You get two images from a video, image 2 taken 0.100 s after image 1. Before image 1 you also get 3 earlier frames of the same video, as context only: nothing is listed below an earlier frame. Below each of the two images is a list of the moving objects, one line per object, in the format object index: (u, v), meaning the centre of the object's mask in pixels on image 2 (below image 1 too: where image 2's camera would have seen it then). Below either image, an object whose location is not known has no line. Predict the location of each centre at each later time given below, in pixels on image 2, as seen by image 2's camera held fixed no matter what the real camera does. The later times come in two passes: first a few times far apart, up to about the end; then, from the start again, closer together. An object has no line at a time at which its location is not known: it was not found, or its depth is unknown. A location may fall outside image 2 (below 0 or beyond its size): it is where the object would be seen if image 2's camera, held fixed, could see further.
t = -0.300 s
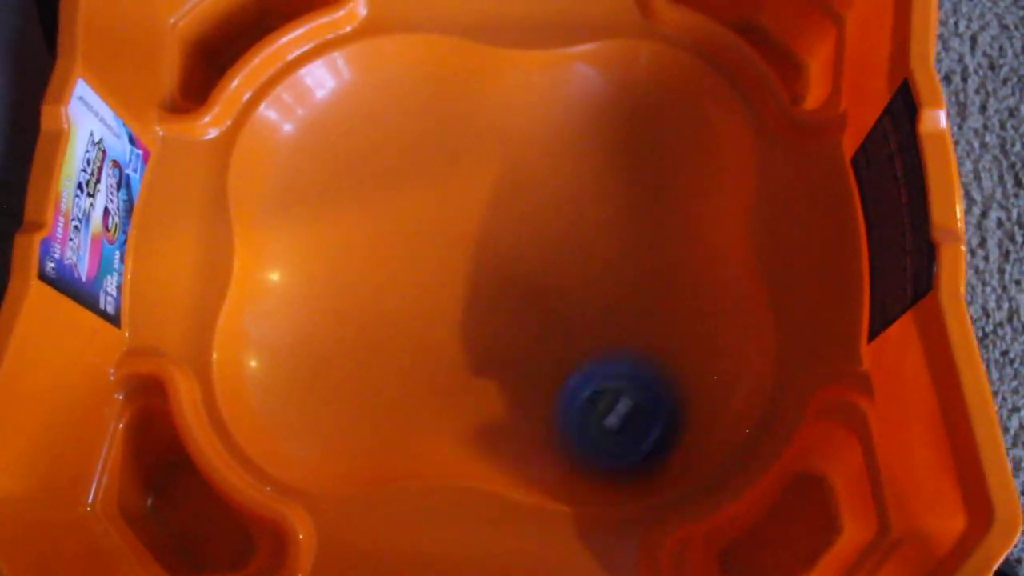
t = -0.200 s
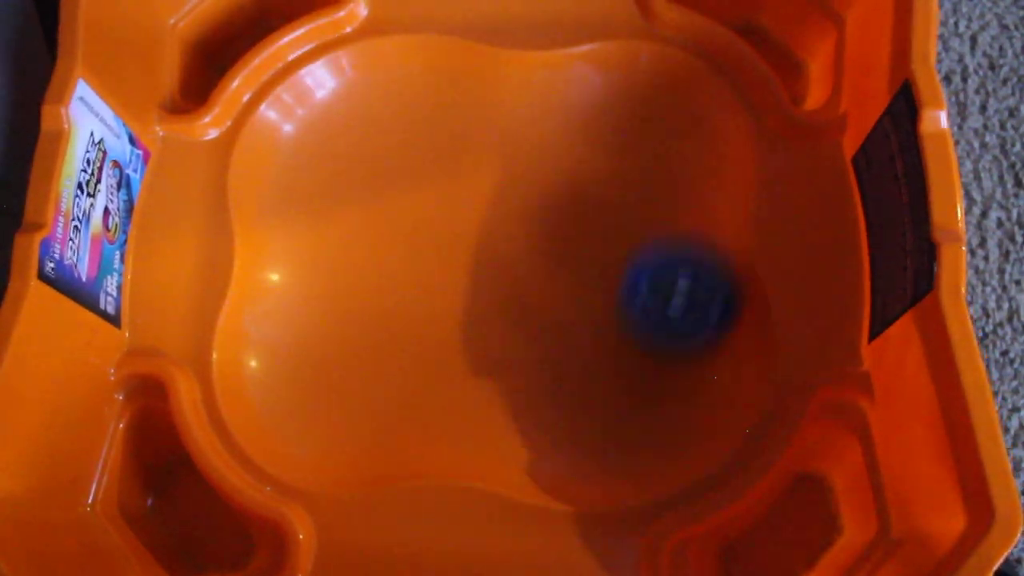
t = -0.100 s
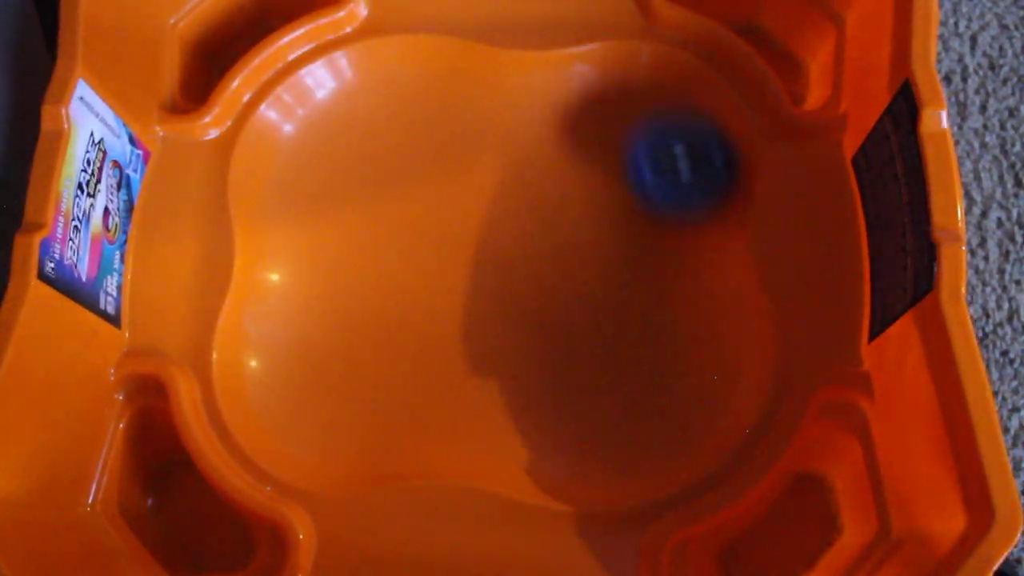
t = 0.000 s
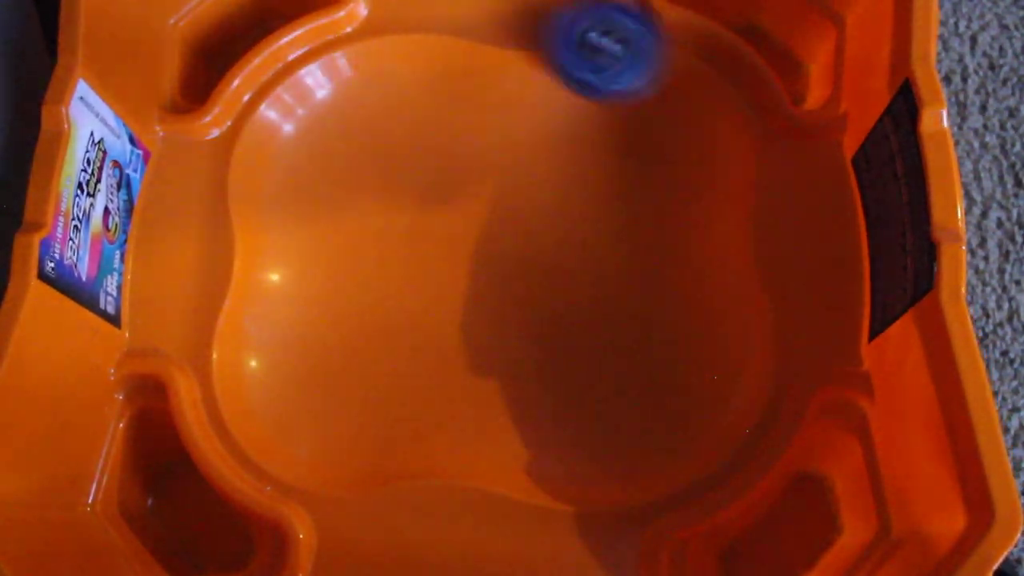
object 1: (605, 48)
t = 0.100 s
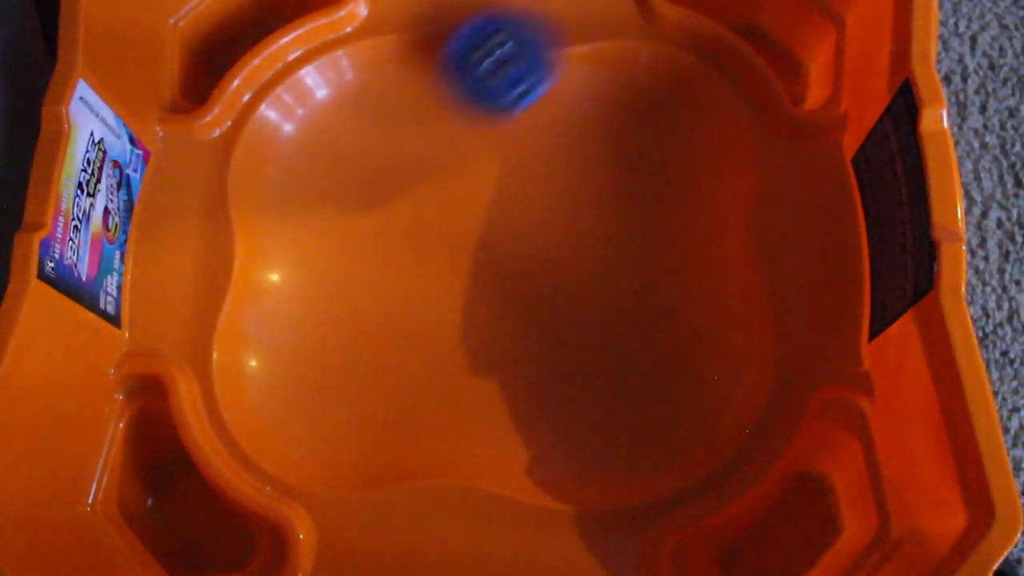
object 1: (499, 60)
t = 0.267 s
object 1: (286, 301)
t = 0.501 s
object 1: (496, 529)
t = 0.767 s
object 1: (696, 252)
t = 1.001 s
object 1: (376, 82)
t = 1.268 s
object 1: (365, 424)
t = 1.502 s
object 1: (724, 343)
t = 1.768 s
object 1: (518, 64)
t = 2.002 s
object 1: (222, 267)
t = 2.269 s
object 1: (679, 339)
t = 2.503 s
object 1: (775, 120)
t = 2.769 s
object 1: (395, 156)
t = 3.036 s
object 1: (323, 390)
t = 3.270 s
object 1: (688, 341)
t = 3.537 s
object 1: (496, 14)
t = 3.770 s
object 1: (297, 306)
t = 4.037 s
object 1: (583, 523)
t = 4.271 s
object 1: (680, 326)
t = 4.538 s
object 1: (508, 87)
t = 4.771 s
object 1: (331, 222)
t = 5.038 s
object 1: (435, 379)
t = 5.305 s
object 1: (654, 323)
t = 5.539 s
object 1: (636, 176)
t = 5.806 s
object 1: (473, 183)
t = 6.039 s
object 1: (378, 305)
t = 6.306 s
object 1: (453, 383)
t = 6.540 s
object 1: (551, 315)
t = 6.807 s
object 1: (608, 203)
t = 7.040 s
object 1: (581, 144)
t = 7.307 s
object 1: (512, 183)
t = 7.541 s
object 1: (586, 259)
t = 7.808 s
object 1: (658, 134)
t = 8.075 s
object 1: (528, 215)
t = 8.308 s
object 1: (541, 332)
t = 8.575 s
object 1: (636, 373)
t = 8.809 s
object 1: (627, 345)
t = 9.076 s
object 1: (534, 279)
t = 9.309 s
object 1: (427, 260)
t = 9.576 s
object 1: (356, 262)
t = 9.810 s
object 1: (404, 291)
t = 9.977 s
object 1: (475, 318)
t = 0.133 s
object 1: (461, 98)
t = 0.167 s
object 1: (415, 143)
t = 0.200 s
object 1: (364, 190)
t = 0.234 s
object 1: (321, 240)
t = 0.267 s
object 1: (286, 301)
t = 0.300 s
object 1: (263, 364)
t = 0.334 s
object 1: (269, 424)
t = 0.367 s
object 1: (301, 461)
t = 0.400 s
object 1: (343, 491)
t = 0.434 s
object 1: (389, 517)
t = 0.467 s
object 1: (438, 527)
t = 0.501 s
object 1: (496, 529)
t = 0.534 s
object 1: (570, 519)
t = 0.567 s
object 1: (627, 500)
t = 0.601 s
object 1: (666, 470)
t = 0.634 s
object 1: (702, 443)
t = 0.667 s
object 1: (732, 404)
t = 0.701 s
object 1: (742, 354)
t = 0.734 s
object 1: (729, 299)
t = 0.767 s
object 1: (696, 252)
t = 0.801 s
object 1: (662, 212)
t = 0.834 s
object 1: (622, 167)
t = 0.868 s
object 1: (580, 122)
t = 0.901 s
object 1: (528, 82)
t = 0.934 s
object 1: (476, 69)
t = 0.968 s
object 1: (425, 70)
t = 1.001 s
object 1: (376, 82)
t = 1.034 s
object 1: (329, 102)
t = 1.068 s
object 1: (283, 126)
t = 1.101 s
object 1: (255, 161)
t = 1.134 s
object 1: (250, 200)
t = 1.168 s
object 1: (257, 247)
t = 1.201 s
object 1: (281, 311)
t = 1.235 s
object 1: (314, 370)
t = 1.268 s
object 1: (365, 424)
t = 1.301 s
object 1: (409, 425)
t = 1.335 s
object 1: (462, 421)
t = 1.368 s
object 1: (521, 425)
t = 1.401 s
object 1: (573, 433)
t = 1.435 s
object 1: (627, 424)
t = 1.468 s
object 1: (679, 393)
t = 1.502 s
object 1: (724, 343)
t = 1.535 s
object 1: (739, 288)
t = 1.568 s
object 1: (739, 235)
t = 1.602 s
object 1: (732, 192)
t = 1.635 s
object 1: (719, 161)
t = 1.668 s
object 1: (678, 118)
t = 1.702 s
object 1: (631, 86)
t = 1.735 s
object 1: (579, 65)
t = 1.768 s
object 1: (518, 64)
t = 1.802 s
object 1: (461, 77)
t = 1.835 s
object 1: (409, 103)
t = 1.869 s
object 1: (349, 129)
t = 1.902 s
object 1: (290, 161)
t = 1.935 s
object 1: (251, 188)
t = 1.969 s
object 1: (233, 221)
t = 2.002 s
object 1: (222, 267)
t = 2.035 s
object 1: (224, 321)
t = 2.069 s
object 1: (253, 383)
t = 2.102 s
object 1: (315, 428)
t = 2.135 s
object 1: (388, 426)
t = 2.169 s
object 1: (461, 413)
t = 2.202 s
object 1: (538, 400)
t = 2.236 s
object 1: (613, 376)
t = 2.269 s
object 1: (679, 339)
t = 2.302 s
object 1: (729, 292)
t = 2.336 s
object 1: (749, 245)
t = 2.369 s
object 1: (764, 207)
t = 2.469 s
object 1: (792, 131)
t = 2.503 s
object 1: (775, 120)
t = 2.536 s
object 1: (751, 116)
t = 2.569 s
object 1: (725, 117)
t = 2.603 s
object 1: (683, 125)
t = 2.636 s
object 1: (629, 126)
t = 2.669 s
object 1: (575, 127)
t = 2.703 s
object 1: (512, 134)
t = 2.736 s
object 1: (452, 144)
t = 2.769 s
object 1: (395, 156)
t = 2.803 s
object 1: (342, 171)
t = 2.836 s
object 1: (294, 191)
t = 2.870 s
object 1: (265, 210)
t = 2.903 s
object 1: (252, 230)
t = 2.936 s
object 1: (250, 259)
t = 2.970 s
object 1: (260, 299)
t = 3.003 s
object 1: (284, 344)
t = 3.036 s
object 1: (323, 390)
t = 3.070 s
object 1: (368, 423)
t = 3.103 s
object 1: (414, 427)
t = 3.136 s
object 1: (469, 426)
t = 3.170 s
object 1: (524, 420)
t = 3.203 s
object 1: (583, 402)
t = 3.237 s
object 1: (641, 375)
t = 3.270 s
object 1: (688, 341)
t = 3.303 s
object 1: (721, 297)
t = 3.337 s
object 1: (724, 257)
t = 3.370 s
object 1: (722, 225)
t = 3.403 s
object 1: (712, 167)
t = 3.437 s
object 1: (686, 91)
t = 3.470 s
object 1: (629, 48)
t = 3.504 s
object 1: (571, 23)
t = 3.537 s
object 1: (496, 14)
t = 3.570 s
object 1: (441, 13)
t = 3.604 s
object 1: (378, 13)
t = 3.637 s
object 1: (330, 29)
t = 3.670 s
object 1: (282, 81)
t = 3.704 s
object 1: (257, 144)
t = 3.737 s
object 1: (265, 216)
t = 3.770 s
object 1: (297, 306)
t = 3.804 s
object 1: (329, 376)
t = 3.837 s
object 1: (364, 431)
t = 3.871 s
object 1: (395, 444)
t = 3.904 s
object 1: (433, 459)
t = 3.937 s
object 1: (476, 479)
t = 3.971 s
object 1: (515, 504)
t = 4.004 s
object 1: (548, 521)
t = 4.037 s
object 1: (583, 523)
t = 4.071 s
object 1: (610, 505)
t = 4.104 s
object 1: (632, 488)
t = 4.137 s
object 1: (651, 469)
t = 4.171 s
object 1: (666, 449)
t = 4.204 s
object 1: (678, 419)
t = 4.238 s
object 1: (682, 374)
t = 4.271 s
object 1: (680, 326)
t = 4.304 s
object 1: (668, 277)
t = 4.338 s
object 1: (651, 233)
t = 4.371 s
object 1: (634, 192)
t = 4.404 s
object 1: (615, 153)
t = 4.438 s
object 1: (593, 121)
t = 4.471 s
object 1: (566, 96)
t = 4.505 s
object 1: (536, 82)
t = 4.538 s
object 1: (508, 87)
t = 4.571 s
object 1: (477, 101)
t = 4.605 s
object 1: (442, 121)
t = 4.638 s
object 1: (409, 142)
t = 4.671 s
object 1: (378, 163)
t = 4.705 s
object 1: (353, 182)
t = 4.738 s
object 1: (337, 200)
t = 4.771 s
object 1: (331, 222)
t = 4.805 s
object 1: (331, 248)
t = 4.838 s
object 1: (334, 276)
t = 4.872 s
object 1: (338, 303)
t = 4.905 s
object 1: (348, 328)
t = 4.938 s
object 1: (362, 348)
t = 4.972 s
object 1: (380, 365)
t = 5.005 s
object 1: (405, 376)
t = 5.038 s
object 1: (435, 379)
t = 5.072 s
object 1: (469, 380)
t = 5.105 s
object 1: (503, 378)
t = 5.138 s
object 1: (536, 378)
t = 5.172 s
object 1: (569, 376)
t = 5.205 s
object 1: (596, 369)
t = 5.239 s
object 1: (621, 357)
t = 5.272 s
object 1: (640, 341)
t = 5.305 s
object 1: (654, 323)
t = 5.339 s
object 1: (663, 304)
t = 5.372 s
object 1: (666, 282)
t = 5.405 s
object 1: (665, 259)
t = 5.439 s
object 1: (660, 236)
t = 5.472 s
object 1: (653, 213)
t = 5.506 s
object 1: (646, 193)
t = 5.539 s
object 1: (636, 176)
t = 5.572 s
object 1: (623, 164)
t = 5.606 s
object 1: (605, 155)
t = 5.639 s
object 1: (586, 151)
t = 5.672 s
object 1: (561, 152)
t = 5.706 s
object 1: (539, 158)
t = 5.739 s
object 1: (515, 166)
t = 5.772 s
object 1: (494, 174)
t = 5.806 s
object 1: (473, 183)
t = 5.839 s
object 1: (453, 194)
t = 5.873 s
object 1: (435, 208)
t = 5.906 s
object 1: (420, 224)
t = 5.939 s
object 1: (408, 243)
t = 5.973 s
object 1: (398, 263)
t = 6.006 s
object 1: (387, 284)
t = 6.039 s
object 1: (378, 305)
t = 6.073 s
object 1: (371, 328)
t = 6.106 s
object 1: (371, 348)
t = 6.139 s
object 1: (373, 366)
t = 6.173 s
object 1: (381, 381)
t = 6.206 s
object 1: (392, 388)
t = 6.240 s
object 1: (408, 391)
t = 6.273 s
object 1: (428, 388)
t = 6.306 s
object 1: (453, 383)
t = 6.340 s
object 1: (475, 374)
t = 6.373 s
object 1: (491, 365)
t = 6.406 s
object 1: (504, 356)
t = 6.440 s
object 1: (516, 345)
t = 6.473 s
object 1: (525, 334)
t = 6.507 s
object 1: (536, 325)
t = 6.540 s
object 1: (551, 315)
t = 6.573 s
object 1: (564, 302)
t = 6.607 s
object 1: (576, 289)
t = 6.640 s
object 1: (584, 274)
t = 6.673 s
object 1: (592, 260)
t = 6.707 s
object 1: (597, 245)
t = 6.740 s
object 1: (602, 231)
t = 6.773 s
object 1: (606, 216)
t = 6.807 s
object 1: (608, 203)
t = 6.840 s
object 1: (609, 191)
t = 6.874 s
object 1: (606, 180)
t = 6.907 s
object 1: (602, 172)
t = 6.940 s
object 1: (597, 166)
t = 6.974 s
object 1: (591, 160)
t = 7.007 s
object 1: (586, 152)
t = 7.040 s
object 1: (581, 144)
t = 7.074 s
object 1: (572, 140)
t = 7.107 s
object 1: (561, 140)
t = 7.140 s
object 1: (550, 141)
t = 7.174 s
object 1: (540, 144)
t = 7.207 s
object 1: (530, 151)
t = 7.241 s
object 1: (522, 159)
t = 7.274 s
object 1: (517, 169)
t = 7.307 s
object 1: (512, 183)
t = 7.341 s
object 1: (509, 199)
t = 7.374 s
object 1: (507, 217)
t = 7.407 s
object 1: (507, 234)
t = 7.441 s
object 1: (509, 250)
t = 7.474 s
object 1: (512, 268)
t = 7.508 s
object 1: (539, 271)
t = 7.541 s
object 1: (586, 259)
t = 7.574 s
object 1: (626, 246)
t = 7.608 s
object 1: (661, 231)
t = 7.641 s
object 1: (687, 215)
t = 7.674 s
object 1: (702, 196)
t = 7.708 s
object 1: (703, 175)
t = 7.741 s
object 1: (697, 160)
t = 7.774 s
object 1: (676, 145)
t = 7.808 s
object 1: (658, 134)
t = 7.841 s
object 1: (635, 129)
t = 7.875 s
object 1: (616, 128)
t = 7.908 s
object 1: (597, 135)
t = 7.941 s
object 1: (583, 146)
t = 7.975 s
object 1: (568, 163)
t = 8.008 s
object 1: (555, 178)
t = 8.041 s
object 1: (543, 198)
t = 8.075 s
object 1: (528, 215)
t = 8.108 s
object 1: (515, 235)
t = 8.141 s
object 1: (500, 254)
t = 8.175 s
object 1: (487, 272)
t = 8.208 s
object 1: (490, 294)
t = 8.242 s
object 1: (500, 311)
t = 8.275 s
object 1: (521, 322)
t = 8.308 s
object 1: (541, 332)
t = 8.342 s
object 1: (560, 342)
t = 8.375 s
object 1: (576, 346)
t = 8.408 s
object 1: (590, 355)
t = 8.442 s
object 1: (600, 360)
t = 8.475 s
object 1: (611, 365)
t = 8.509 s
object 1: (621, 370)
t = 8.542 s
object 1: (629, 372)
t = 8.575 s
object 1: (636, 373)
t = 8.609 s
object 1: (641, 372)
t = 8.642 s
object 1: (642, 370)
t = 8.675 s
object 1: (642, 367)
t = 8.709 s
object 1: (643, 363)
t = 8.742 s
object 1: (640, 359)
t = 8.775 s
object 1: (633, 351)
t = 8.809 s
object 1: (627, 345)
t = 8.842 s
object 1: (619, 338)
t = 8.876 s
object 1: (609, 331)
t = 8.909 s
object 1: (598, 323)
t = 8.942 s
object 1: (585, 315)
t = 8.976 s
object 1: (572, 305)
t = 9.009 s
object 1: (561, 296)
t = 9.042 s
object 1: (549, 288)
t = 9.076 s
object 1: (534, 279)
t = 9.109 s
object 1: (523, 269)
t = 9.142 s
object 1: (509, 259)
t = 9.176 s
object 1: (488, 260)
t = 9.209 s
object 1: (469, 259)
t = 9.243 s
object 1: (456, 257)
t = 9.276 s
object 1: (443, 259)
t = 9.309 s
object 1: (427, 260)
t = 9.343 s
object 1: (411, 259)
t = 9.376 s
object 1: (397, 258)
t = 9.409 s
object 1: (386, 257)
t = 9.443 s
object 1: (375, 258)
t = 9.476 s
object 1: (367, 258)
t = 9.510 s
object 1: (361, 259)
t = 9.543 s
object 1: (357, 260)
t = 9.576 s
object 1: (356, 262)
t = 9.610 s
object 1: (358, 264)
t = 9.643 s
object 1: (362, 269)
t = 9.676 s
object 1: (365, 273)
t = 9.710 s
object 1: (373, 275)
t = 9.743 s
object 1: (383, 279)
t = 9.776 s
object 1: (393, 285)
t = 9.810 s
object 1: (404, 291)
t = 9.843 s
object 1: (417, 296)
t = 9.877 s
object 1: (432, 301)
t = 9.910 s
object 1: (447, 307)
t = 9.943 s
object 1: (462, 315)
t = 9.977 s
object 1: (475, 318)
